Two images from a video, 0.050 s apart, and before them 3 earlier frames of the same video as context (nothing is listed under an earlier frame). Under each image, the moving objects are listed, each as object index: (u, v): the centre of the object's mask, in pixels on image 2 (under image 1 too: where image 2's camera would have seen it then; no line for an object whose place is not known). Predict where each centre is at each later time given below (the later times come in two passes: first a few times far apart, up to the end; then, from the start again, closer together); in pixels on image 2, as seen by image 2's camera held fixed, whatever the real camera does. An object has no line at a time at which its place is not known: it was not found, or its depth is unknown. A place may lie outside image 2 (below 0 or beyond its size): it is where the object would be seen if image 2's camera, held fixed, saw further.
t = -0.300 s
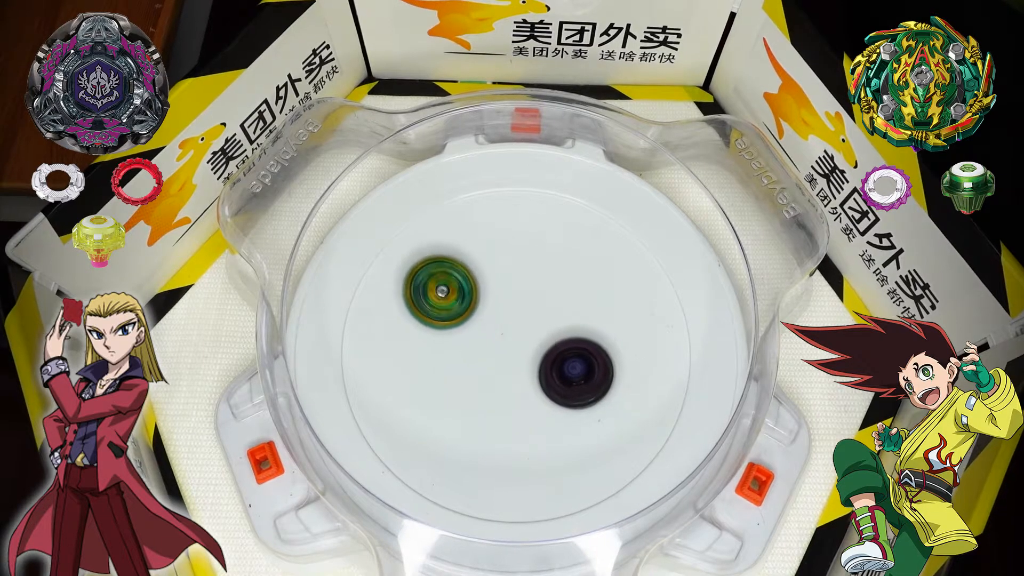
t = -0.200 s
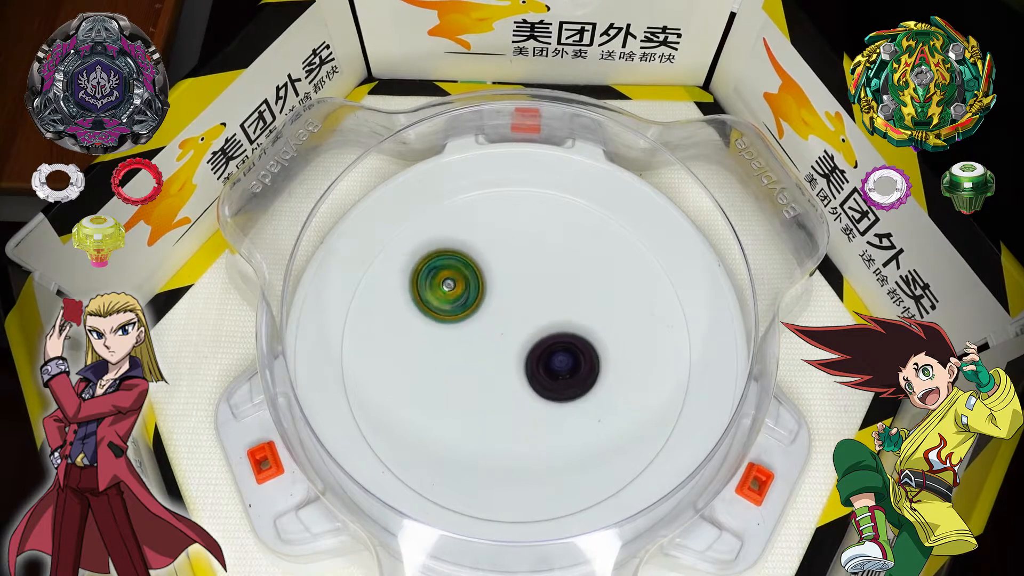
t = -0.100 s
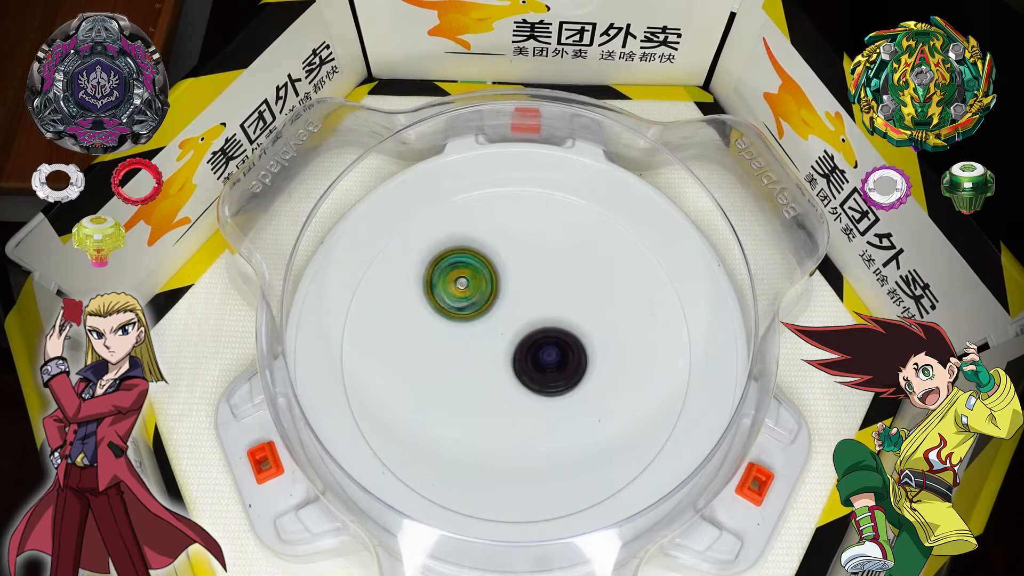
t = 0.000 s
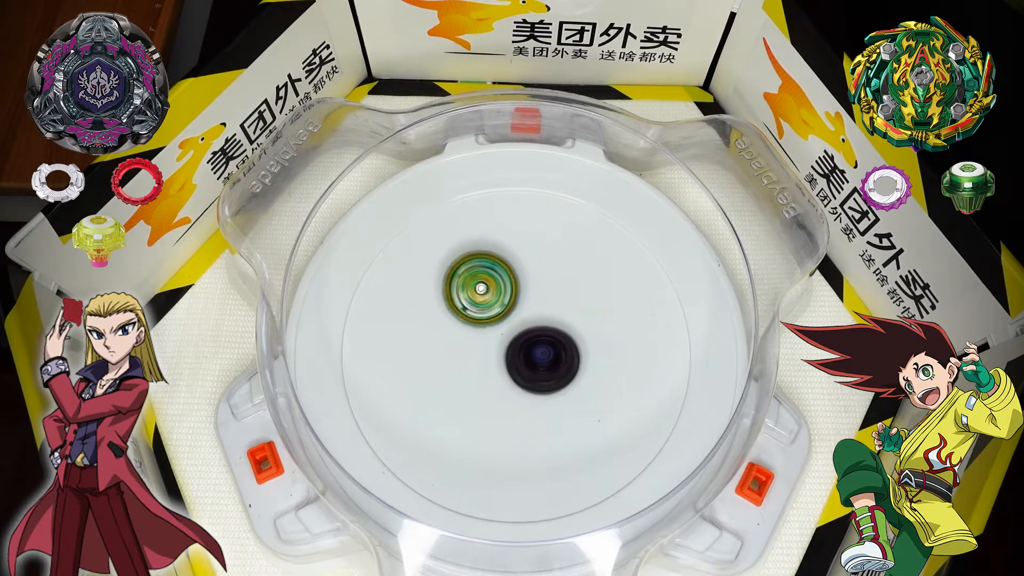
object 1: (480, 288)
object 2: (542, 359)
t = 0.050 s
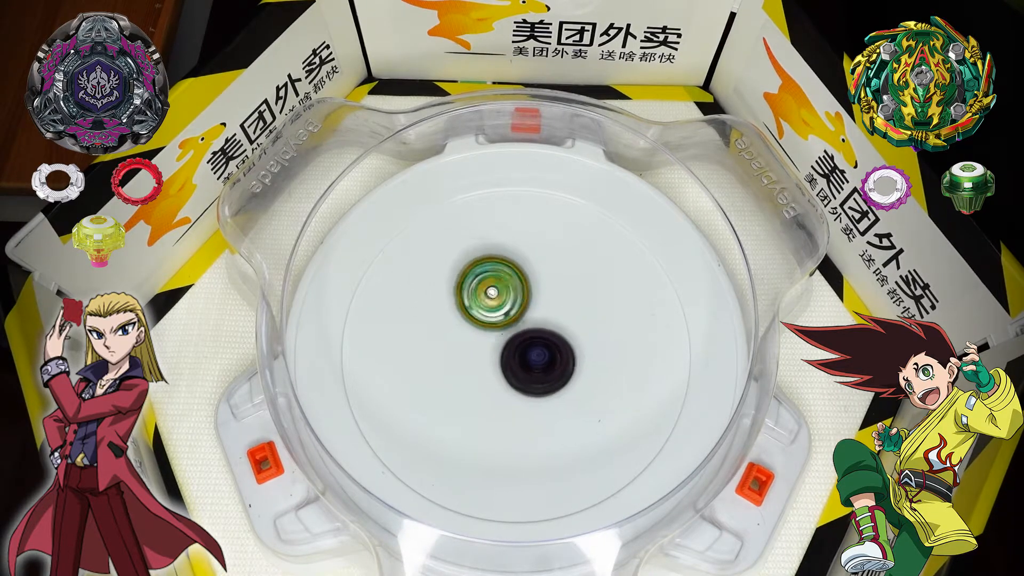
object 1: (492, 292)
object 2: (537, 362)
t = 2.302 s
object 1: (476, 334)
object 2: (579, 329)
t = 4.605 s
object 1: (544, 367)
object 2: (519, 283)
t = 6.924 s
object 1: (520, 345)
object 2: (499, 270)
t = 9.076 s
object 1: (527, 342)
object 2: (498, 282)
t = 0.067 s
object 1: (496, 294)
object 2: (535, 363)
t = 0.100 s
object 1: (504, 295)
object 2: (530, 367)
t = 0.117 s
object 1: (507, 294)
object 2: (528, 370)
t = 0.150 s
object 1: (514, 293)
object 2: (523, 373)
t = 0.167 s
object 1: (518, 294)
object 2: (521, 373)
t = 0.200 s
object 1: (524, 294)
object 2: (516, 374)
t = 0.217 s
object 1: (529, 295)
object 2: (514, 373)
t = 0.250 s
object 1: (535, 297)
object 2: (510, 373)
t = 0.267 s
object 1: (538, 299)
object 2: (509, 373)
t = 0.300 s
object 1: (545, 301)
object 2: (506, 371)
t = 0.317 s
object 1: (547, 303)
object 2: (505, 371)
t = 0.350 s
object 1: (553, 306)
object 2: (503, 369)
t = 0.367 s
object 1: (556, 307)
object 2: (502, 368)
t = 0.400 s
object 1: (561, 312)
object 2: (499, 367)
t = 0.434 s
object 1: (565, 317)
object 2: (498, 365)
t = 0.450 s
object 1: (567, 319)
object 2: (498, 364)
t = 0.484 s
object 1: (570, 324)
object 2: (497, 362)
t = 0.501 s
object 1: (572, 328)
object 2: (496, 360)
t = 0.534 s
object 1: (574, 333)
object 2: (495, 358)
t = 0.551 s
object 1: (574, 336)
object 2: (495, 356)
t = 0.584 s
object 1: (576, 342)
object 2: (494, 354)
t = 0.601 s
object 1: (575, 344)
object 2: (494, 353)
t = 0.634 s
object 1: (575, 350)
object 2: (493, 351)
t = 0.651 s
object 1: (575, 352)
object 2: (493, 350)
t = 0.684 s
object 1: (573, 358)
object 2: (492, 347)
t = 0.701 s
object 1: (573, 361)
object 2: (491, 346)
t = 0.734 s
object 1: (570, 365)
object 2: (491, 345)
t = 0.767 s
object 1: (567, 370)
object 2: (491, 342)
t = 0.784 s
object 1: (565, 372)
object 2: (490, 341)
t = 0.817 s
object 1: (561, 376)
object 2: (490, 339)
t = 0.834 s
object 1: (558, 378)
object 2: (490, 338)
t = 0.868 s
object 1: (555, 383)
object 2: (488, 334)
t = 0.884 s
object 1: (553, 386)
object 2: (486, 332)
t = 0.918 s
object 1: (550, 389)
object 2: (485, 327)
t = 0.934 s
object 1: (548, 389)
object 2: (484, 325)
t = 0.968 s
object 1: (543, 391)
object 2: (483, 323)
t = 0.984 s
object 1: (541, 392)
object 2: (483, 322)
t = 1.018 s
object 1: (536, 394)
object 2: (484, 320)
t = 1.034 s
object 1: (532, 394)
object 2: (484, 318)
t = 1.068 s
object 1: (527, 394)
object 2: (484, 316)
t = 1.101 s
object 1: (522, 393)
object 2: (485, 316)
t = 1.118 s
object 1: (519, 392)
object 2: (486, 315)
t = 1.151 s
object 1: (514, 390)
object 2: (487, 313)
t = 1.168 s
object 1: (511, 390)
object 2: (487, 312)
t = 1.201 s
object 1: (506, 387)
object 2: (488, 312)
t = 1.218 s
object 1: (503, 385)
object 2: (489, 311)
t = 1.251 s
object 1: (497, 385)
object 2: (491, 307)
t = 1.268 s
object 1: (495, 385)
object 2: (492, 305)
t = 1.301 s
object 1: (491, 385)
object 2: (494, 302)
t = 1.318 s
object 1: (490, 385)
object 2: (495, 301)
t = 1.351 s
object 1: (487, 382)
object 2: (497, 300)
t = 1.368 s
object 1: (485, 381)
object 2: (498, 299)
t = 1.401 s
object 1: (483, 378)
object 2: (500, 298)
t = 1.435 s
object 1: (481, 375)
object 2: (503, 298)
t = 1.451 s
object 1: (480, 373)
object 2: (504, 298)
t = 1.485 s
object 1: (479, 369)
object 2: (507, 298)
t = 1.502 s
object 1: (479, 367)
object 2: (508, 298)
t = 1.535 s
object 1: (477, 363)
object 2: (511, 297)
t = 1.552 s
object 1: (478, 362)
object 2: (513, 296)
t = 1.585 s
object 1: (478, 360)
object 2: (517, 295)
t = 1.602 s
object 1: (478, 359)
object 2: (519, 295)
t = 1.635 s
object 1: (478, 355)
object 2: (522, 295)
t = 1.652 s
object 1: (479, 354)
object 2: (524, 295)
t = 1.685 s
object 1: (478, 351)
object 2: (529, 294)
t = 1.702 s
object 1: (477, 349)
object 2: (531, 294)
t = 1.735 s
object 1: (478, 346)
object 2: (535, 294)
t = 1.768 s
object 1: (479, 345)
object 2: (538, 294)
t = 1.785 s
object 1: (480, 344)
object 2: (540, 294)
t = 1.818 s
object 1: (481, 342)
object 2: (543, 296)
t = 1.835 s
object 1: (482, 340)
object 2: (544, 296)
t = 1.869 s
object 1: (484, 338)
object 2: (548, 297)
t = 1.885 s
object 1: (485, 337)
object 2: (549, 298)
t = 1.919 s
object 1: (486, 335)
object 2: (552, 300)
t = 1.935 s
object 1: (486, 333)
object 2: (553, 300)
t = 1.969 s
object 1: (487, 333)
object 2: (557, 302)
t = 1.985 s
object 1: (488, 332)
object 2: (558, 302)
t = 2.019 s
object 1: (489, 332)
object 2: (560, 305)
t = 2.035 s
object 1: (490, 332)
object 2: (561, 306)
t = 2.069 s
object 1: (491, 331)
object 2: (563, 308)
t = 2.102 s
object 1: (488, 331)
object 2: (569, 310)
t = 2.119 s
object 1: (485, 332)
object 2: (573, 311)
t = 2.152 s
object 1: (483, 332)
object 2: (576, 314)
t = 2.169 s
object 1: (482, 333)
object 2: (577, 316)
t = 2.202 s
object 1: (480, 333)
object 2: (579, 319)
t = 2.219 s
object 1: (479, 333)
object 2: (579, 320)
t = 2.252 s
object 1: (478, 333)
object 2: (579, 324)
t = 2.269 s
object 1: (476, 334)
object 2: (579, 326)
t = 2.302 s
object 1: (476, 334)
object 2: (579, 329)
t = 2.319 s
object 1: (476, 334)
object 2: (579, 331)
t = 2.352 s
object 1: (476, 335)
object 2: (579, 335)
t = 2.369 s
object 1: (476, 335)
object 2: (579, 336)
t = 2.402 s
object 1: (477, 335)
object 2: (577, 340)
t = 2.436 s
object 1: (478, 335)
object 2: (577, 344)
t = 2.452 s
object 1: (479, 336)
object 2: (576, 346)
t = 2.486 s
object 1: (481, 336)
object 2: (575, 349)
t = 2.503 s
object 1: (482, 336)
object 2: (574, 352)
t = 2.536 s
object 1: (484, 336)
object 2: (573, 355)
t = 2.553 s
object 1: (486, 337)
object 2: (572, 356)
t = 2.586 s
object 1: (489, 337)
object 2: (570, 360)
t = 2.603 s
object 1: (490, 338)
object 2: (569, 362)
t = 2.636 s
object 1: (493, 338)
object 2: (566, 365)
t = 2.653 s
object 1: (494, 338)
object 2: (565, 367)
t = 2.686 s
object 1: (495, 335)
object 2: (565, 371)
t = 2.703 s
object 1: (493, 332)
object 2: (568, 375)
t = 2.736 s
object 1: (487, 326)
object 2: (570, 381)
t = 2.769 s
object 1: (483, 323)
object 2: (569, 385)
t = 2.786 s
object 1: (482, 321)
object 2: (568, 386)
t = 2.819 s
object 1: (479, 317)
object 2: (565, 388)
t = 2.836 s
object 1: (479, 315)
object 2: (564, 388)
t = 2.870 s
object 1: (478, 312)
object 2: (561, 388)
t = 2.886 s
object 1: (478, 310)
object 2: (559, 389)
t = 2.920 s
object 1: (477, 308)
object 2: (556, 388)
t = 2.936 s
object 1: (478, 306)
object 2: (554, 388)
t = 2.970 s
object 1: (478, 305)
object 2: (550, 387)
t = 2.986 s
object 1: (479, 303)
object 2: (548, 386)
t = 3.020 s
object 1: (481, 303)
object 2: (543, 385)
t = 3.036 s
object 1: (482, 302)
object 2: (541, 385)
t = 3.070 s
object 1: (485, 302)
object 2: (537, 383)
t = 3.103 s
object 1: (488, 301)
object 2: (532, 382)
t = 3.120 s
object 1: (490, 302)
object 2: (530, 381)
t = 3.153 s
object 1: (494, 302)
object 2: (526, 381)
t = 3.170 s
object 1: (495, 304)
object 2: (524, 380)
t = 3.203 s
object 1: (500, 305)
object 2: (520, 379)
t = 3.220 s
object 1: (502, 304)
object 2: (517, 380)
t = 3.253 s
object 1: (508, 303)
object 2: (512, 381)
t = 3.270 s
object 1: (510, 303)
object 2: (510, 381)
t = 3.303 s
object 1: (513, 304)
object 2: (505, 381)
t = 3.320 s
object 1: (514, 304)
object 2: (503, 380)
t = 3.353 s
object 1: (519, 305)
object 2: (500, 378)
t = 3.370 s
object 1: (521, 306)
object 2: (498, 377)
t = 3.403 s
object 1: (529, 305)
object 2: (494, 378)
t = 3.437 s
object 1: (533, 306)
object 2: (491, 377)
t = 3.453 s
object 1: (534, 307)
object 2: (490, 377)
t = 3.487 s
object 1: (538, 307)
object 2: (487, 375)
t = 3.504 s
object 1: (540, 308)
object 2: (486, 374)
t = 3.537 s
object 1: (545, 310)
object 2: (485, 371)
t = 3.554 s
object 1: (546, 311)
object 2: (484, 370)
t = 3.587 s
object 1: (550, 313)
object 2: (483, 366)
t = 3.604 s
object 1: (551, 315)
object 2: (482, 365)
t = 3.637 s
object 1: (554, 318)
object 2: (482, 362)
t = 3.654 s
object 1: (555, 321)
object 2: (482, 360)
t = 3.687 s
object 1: (556, 324)
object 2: (481, 357)
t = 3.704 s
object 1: (556, 326)
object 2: (481, 355)
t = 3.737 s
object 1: (556, 331)
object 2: (480, 351)
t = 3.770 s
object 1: (555, 335)
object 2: (481, 348)
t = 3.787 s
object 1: (561, 339)
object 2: (477, 346)
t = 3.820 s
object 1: (576, 347)
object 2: (462, 339)
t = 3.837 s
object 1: (583, 349)
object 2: (457, 336)
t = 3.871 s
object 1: (591, 354)
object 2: (449, 331)
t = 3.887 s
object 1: (593, 357)
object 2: (447, 328)
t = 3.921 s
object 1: (593, 361)
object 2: (445, 324)
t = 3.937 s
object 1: (594, 361)
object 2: (445, 322)
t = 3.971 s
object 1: (595, 363)
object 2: (446, 320)
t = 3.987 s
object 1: (596, 365)
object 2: (448, 319)
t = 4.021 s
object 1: (595, 370)
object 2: (450, 317)
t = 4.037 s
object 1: (594, 372)
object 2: (452, 316)
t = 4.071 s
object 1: (590, 376)
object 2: (455, 314)
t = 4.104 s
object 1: (585, 378)
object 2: (459, 314)
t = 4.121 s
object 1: (583, 379)
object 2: (461, 312)
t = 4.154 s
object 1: (578, 380)
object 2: (465, 312)
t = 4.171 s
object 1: (574, 380)
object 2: (467, 311)
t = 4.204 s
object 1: (568, 380)
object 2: (471, 310)
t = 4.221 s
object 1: (564, 379)
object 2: (474, 310)
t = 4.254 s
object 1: (558, 376)
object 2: (478, 309)
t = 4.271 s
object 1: (555, 375)
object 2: (481, 309)
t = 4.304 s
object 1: (549, 370)
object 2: (485, 308)
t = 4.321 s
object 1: (546, 368)
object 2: (488, 308)
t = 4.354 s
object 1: (541, 364)
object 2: (492, 307)
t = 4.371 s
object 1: (541, 365)
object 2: (494, 305)
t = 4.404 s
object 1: (542, 371)
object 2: (496, 292)
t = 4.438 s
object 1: (544, 378)
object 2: (499, 284)
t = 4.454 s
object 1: (543, 379)
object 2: (501, 282)
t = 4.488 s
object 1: (543, 378)
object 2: (506, 280)
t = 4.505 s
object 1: (542, 376)
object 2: (508, 279)
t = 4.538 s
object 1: (543, 373)
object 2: (512, 280)
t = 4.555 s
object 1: (544, 371)
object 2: (514, 280)
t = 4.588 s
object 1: (544, 369)
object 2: (518, 282)
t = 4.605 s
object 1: (544, 367)
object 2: (519, 283)
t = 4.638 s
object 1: (543, 364)
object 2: (523, 285)
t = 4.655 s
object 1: (543, 361)
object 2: (525, 287)
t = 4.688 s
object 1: (545, 358)
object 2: (528, 288)
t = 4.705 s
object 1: (545, 357)
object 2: (530, 289)
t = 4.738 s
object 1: (542, 362)
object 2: (535, 287)
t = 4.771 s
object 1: (541, 365)
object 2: (540, 286)
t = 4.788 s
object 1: (540, 367)
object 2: (542, 286)
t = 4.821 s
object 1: (540, 368)
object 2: (546, 288)
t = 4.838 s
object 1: (539, 369)
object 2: (547, 290)
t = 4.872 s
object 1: (538, 370)
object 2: (551, 293)
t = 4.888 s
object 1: (538, 370)
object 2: (551, 295)
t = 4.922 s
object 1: (536, 371)
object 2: (554, 298)
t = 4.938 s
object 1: (535, 371)
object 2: (555, 301)
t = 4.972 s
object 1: (531, 371)
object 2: (558, 304)
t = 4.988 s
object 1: (529, 371)
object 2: (559, 307)
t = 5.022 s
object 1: (522, 372)
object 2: (562, 310)
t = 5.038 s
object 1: (520, 371)
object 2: (564, 313)
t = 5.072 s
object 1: (516, 370)
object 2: (566, 317)
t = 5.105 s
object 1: (511, 370)
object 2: (570, 321)
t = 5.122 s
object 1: (509, 368)
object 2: (571, 324)
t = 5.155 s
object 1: (505, 366)
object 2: (574, 329)
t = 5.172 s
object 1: (501, 366)
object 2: (577, 332)
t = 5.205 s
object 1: (496, 362)
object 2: (580, 337)
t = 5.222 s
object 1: (495, 360)
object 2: (581, 339)
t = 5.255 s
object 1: (494, 355)
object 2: (580, 345)
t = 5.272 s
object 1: (492, 353)
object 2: (581, 347)
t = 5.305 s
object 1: (491, 348)
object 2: (580, 352)
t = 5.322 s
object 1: (492, 346)
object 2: (580, 354)
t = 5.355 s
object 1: (493, 342)
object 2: (578, 359)
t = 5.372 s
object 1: (494, 339)
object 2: (577, 361)
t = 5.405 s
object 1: (496, 335)
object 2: (575, 366)
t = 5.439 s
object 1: (499, 332)
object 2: (572, 370)
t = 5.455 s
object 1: (501, 330)
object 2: (571, 372)
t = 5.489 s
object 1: (505, 328)
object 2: (568, 376)
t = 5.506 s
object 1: (508, 328)
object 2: (566, 378)
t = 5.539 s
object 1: (511, 323)
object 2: (564, 385)
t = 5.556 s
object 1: (511, 319)
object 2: (563, 391)
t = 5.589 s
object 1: (511, 308)
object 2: (560, 398)
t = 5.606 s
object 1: (513, 305)
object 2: (558, 400)
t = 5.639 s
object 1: (518, 302)
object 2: (554, 404)
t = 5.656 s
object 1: (520, 303)
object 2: (552, 406)
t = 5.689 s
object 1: (525, 307)
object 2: (548, 409)
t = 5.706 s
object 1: (526, 310)
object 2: (546, 410)
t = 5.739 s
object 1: (524, 315)
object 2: (541, 412)
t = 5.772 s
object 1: (522, 317)
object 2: (536, 414)
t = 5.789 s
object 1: (522, 319)
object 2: (534, 414)
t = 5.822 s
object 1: (522, 321)
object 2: (529, 415)
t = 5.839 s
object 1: (522, 323)
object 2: (526, 415)
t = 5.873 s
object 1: (521, 326)
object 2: (521, 415)
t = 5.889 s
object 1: (520, 328)
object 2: (518, 414)
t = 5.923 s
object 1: (517, 331)
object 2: (513, 413)
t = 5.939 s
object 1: (515, 332)
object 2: (511, 412)
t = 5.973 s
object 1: (512, 334)
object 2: (506, 410)
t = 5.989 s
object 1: (511, 335)
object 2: (504, 409)
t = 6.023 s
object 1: (507, 335)
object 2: (499, 406)
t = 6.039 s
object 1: (506, 334)
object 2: (496, 405)
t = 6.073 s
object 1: (503, 332)
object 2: (492, 401)
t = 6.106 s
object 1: (502, 331)
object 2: (487, 397)
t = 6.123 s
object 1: (503, 329)
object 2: (484, 396)
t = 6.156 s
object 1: (504, 325)
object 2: (479, 391)
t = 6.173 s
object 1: (504, 322)
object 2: (477, 389)
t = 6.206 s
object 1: (506, 315)
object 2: (471, 384)
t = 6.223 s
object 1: (507, 312)
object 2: (469, 381)
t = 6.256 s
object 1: (509, 305)
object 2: (466, 374)
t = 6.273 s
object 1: (511, 303)
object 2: (464, 371)
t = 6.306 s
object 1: (514, 300)
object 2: (462, 364)
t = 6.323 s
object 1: (516, 298)
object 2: (460, 360)
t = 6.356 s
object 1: (520, 295)
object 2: (459, 352)
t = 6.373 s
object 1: (521, 295)
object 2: (458, 348)
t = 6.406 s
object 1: (525, 296)
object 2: (457, 340)
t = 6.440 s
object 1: (528, 299)
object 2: (456, 332)
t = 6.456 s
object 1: (529, 300)
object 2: (457, 328)
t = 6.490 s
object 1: (532, 304)
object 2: (457, 320)
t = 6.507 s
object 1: (533, 307)
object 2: (457, 316)
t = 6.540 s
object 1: (535, 313)
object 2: (459, 310)
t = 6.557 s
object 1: (535, 315)
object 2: (459, 306)
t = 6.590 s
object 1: (535, 321)
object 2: (461, 301)
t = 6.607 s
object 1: (534, 324)
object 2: (462, 298)
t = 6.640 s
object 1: (532, 330)
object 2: (464, 293)
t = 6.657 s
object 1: (531, 333)
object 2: (466, 291)
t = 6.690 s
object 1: (527, 338)
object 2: (469, 287)
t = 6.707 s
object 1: (525, 339)
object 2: (470, 285)
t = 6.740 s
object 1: (522, 343)
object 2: (474, 282)
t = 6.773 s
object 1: (518, 344)
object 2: (479, 279)
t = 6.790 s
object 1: (517, 344)
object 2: (480, 278)
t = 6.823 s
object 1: (515, 344)
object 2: (485, 275)
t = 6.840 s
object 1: (515, 345)
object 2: (487, 274)
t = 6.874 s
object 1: (516, 345)
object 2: (492, 272)
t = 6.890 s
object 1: (518, 345)
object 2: (494, 271)
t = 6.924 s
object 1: (520, 345)
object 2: (499, 270)
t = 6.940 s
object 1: (520, 345)
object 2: (502, 270)
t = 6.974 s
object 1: (520, 345)
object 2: (507, 270)
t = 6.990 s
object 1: (520, 345)
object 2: (509, 270)
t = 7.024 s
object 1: (520, 345)
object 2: (514, 271)
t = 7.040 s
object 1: (520, 345)
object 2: (517, 271)
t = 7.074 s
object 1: (520, 345)
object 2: (523, 273)
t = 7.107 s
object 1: (520, 344)
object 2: (528, 275)
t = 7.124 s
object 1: (520, 345)
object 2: (531, 276)
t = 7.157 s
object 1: (520, 345)
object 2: (537, 278)
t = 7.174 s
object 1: (520, 347)
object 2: (540, 280)
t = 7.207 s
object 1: (519, 351)
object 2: (547, 284)
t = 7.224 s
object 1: (519, 353)
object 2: (550, 287)
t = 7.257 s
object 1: (519, 356)
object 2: (556, 293)
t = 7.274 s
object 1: (519, 358)
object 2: (559, 295)
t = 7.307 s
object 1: (519, 361)
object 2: (565, 301)
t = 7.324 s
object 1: (519, 363)
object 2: (567, 305)
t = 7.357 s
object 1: (519, 366)
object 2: (573, 311)
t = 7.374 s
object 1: (519, 367)
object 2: (576, 315)
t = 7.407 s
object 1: (520, 369)
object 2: (580, 322)
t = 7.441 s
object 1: (521, 370)
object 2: (584, 329)
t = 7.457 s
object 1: (521, 371)
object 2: (585, 333)
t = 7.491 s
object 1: (522, 373)
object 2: (588, 340)
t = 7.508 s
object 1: (522, 374)
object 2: (589, 344)
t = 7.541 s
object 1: (523, 375)
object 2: (590, 351)
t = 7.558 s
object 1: (523, 375)
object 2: (591, 355)
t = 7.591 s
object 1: (522, 374)
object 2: (592, 361)
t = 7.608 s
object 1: (521, 373)
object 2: (592, 364)
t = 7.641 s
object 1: (521, 372)
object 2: (591, 371)
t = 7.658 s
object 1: (520, 371)
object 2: (591, 374)
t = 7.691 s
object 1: (519, 370)
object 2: (590, 380)
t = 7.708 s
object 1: (519, 369)
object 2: (590, 382)
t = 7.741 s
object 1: (518, 368)
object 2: (588, 387)
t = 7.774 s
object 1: (517, 365)
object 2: (585, 392)
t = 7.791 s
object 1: (517, 364)
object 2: (583, 394)
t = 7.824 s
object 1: (517, 361)
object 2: (579, 398)
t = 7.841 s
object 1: (518, 359)
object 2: (577, 399)
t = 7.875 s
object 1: (519, 356)
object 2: (572, 402)
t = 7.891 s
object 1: (519, 354)
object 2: (569, 404)
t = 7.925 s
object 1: (520, 351)
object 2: (564, 406)
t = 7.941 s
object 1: (521, 350)
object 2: (561, 407)
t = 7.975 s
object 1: (522, 348)
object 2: (555, 409)
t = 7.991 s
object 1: (523, 348)
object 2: (552, 409)
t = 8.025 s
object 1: (524, 346)
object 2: (546, 409)
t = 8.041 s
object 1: (525, 345)
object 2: (542, 410)
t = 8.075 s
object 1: (526, 344)
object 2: (534, 410)
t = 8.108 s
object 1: (529, 342)
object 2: (526, 409)
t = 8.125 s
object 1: (530, 342)
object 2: (522, 408)
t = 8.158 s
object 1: (531, 341)
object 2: (514, 406)
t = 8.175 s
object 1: (531, 341)
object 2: (510, 405)
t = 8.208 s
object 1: (531, 341)
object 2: (501, 402)
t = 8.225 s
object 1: (531, 341)
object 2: (497, 400)
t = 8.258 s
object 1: (530, 341)
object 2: (487, 397)
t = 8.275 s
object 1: (529, 341)
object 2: (483, 394)
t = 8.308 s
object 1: (527, 342)
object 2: (474, 389)
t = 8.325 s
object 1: (527, 342)
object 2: (470, 387)
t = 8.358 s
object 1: (527, 342)
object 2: (462, 382)
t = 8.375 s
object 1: (527, 342)
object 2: (459, 378)
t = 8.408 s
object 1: (527, 342)
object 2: (454, 372)
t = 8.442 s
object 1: (527, 342)
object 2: (449, 366)
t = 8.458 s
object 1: (527, 342)
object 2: (446, 363)
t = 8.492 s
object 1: (527, 342)
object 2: (442, 356)
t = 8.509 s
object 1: (527, 342)
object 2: (441, 353)
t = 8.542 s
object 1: (527, 342)
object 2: (439, 347)
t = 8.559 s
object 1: (527, 342)
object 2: (438, 343)
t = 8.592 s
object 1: (527, 342)
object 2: (437, 337)
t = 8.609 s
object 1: (527, 342)
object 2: (437, 334)
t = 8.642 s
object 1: (527, 342)
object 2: (437, 329)
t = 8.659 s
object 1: (527, 342)
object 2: (437, 325)
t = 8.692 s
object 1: (527, 342)
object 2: (438, 320)
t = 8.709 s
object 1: (527, 342)
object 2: (439, 318)
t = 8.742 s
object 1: (527, 342)
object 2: (441, 313)
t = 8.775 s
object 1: (527, 342)
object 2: (444, 308)
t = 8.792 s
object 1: (527, 342)
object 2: (446, 306)
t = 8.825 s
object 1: (527, 342)
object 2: (450, 301)
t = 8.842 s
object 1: (527, 342)
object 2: (452, 300)
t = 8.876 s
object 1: (527, 342)
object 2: (456, 296)
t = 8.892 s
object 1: (527, 342)
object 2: (459, 294)
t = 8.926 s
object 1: (527, 342)
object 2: (465, 290)
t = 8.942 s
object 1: (527, 342)
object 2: (468, 289)
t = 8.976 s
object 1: (527, 342)
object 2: (474, 287)
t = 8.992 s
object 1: (527, 342)
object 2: (478, 285)
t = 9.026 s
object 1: (527, 342)
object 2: (486, 283)
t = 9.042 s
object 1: (527, 342)
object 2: (490, 283)
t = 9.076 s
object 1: (527, 342)
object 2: (498, 282)
